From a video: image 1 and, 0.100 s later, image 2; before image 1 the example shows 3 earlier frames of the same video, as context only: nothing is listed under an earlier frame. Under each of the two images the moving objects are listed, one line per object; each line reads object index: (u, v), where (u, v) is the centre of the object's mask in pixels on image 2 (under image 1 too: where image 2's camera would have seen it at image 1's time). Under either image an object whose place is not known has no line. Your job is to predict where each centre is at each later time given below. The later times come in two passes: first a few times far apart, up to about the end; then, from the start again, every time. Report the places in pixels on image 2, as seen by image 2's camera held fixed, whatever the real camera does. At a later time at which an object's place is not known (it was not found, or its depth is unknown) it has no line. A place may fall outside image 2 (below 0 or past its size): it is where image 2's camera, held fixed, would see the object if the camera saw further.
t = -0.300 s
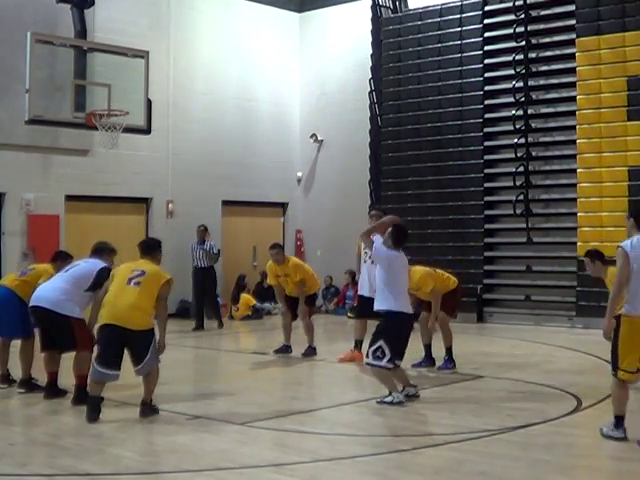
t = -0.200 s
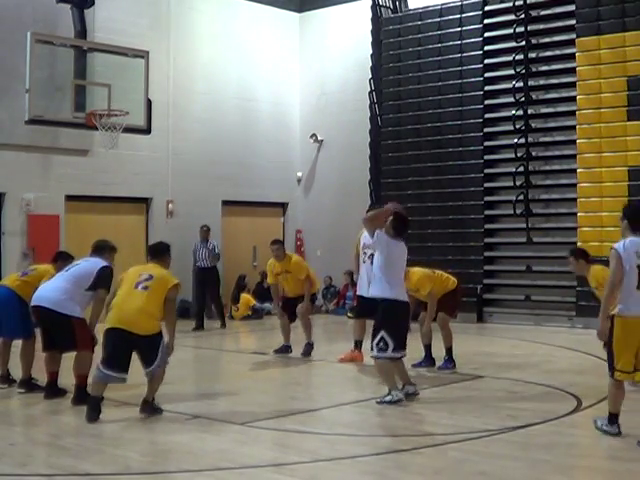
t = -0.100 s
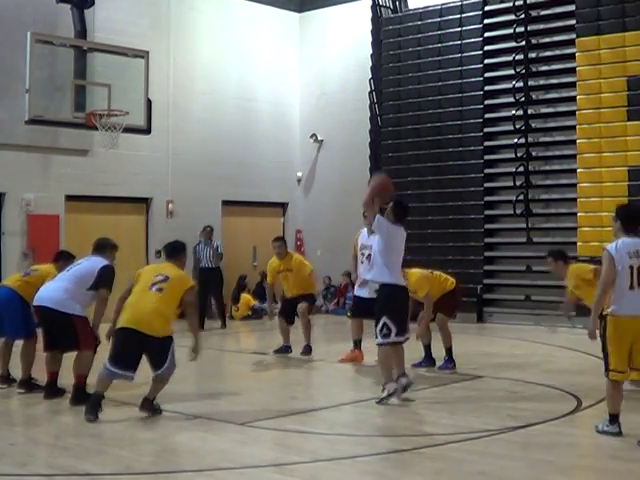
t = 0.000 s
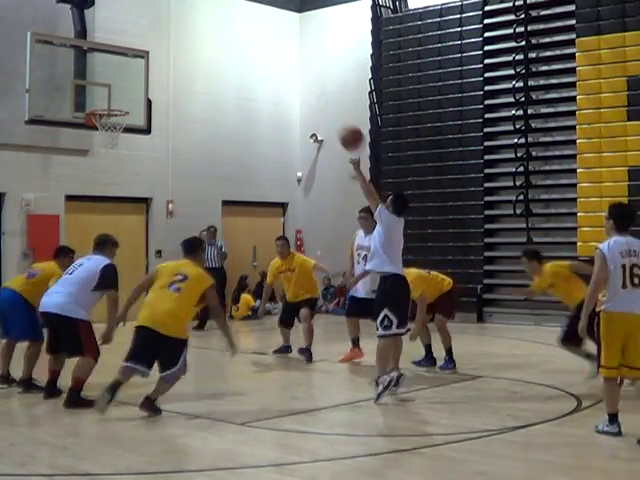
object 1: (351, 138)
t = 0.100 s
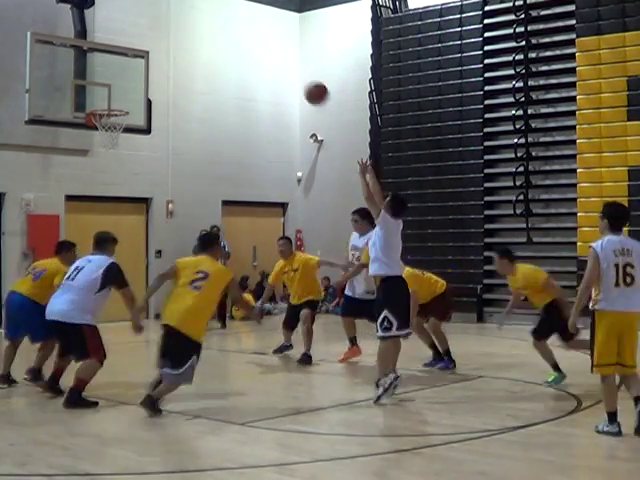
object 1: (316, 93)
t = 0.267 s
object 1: (263, 44)
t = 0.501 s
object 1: (197, 24)
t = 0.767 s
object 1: (133, 56)
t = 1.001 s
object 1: (102, 87)
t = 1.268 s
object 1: (128, 35)
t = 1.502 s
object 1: (151, 34)
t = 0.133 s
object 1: (305, 81)
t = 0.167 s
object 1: (294, 70)
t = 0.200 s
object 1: (283, 60)
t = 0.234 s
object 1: (273, 52)
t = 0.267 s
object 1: (263, 44)
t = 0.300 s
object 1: (252, 38)
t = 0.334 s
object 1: (243, 33)
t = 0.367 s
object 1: (233, 29)
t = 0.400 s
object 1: (224, 26)
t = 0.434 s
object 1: (215, 24)
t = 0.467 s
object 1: (206, 24)
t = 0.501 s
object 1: (197, 24)
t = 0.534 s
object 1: (188, 25)
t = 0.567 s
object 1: (180, 27)
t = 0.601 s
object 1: (171, 29)
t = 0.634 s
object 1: (164, 33)
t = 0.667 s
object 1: (155, 38)
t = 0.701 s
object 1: (147, 43)
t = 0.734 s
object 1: (139, 50)
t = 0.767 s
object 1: (133, 56)
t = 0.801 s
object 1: (125, 65)
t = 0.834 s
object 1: (118, 73)
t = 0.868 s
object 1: (111, 82)
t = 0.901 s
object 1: (104, 92)
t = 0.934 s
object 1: (96, 103)
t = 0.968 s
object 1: (97, 97)
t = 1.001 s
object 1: (102, 87)
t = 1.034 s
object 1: (104, 78)
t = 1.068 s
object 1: (108, 69)
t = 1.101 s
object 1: (112, 61)
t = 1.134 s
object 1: (115, 54)
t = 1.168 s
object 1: (119, 48)
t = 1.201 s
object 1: (121, 42)
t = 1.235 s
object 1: (125, 38)
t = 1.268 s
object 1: (128, 35)
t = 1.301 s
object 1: (132, 32)
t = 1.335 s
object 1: (135, 30)
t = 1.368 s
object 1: (138, 29)
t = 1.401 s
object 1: (142, 29)
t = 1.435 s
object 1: (145, 30)
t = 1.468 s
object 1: (148, 31)
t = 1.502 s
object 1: (151, 34)
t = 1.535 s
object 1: (155, 37)
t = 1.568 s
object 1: (158, 41)
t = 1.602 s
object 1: (161, 46)
